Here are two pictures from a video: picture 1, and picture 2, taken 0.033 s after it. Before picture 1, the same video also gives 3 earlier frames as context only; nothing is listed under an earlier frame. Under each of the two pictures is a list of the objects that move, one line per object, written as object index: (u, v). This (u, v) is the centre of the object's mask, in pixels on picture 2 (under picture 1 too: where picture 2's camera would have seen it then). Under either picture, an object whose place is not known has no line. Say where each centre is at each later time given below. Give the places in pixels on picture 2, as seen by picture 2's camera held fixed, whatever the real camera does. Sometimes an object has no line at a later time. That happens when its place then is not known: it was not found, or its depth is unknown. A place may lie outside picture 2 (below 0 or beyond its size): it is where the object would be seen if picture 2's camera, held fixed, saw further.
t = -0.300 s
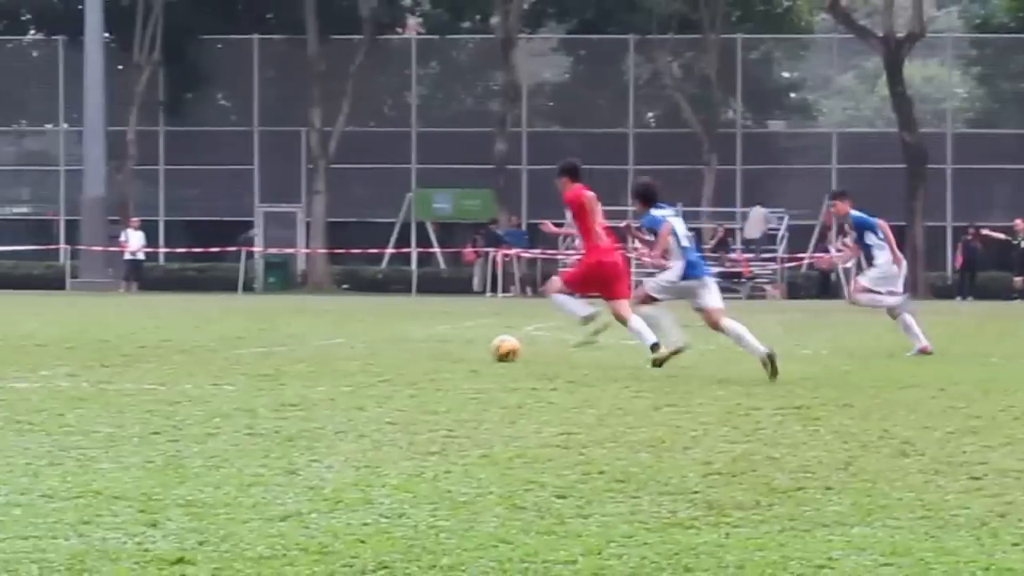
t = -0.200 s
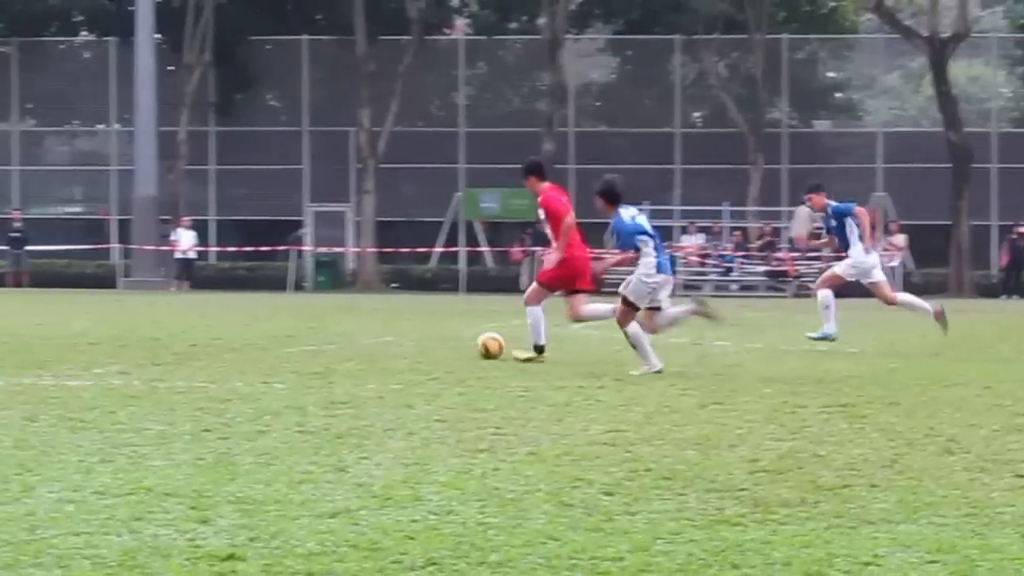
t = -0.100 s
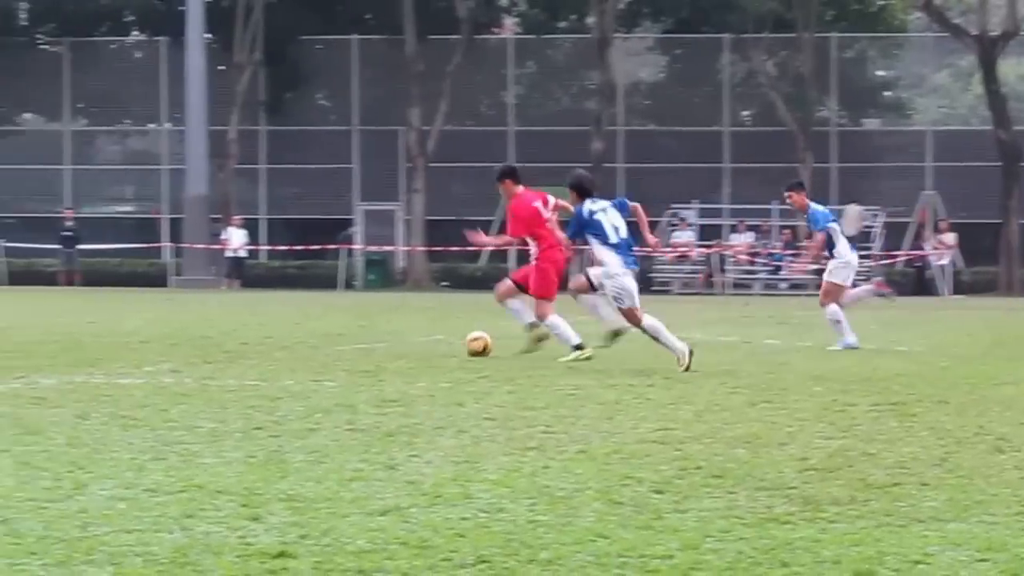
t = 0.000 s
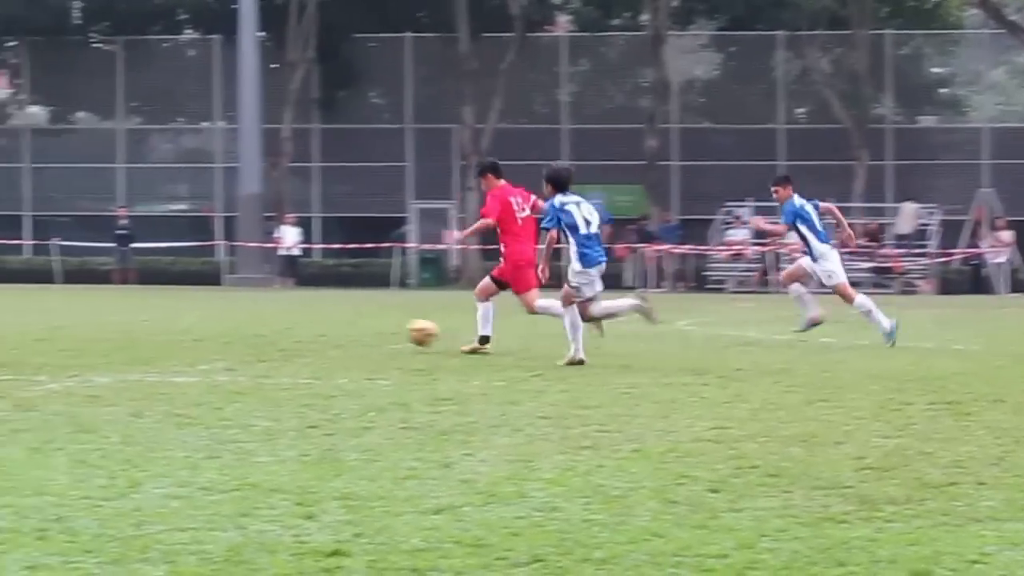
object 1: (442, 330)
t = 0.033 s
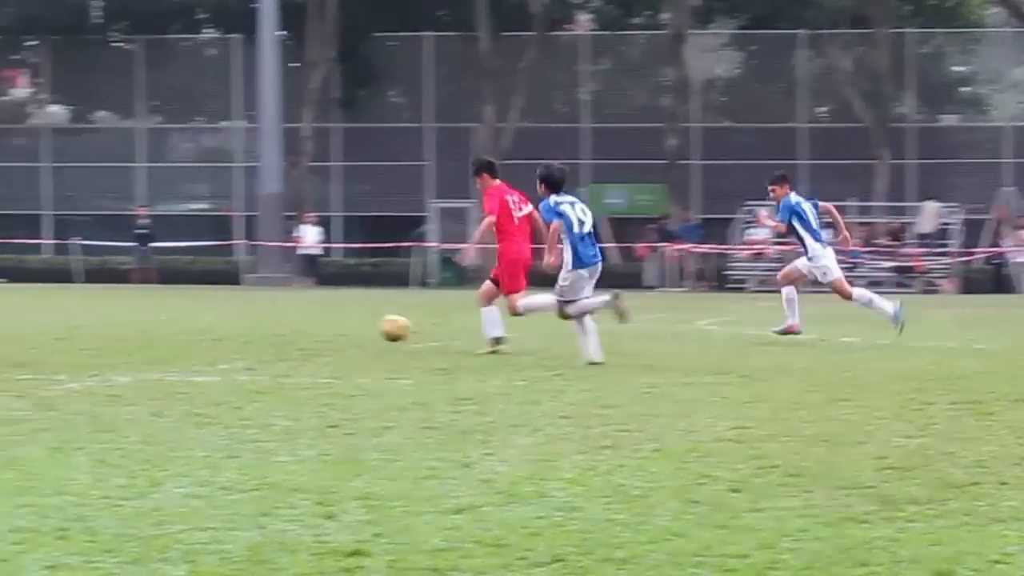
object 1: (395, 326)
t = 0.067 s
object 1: (349, 321)
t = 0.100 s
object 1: (302, 322)
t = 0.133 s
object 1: (258, 323)
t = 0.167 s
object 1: (213, 324)
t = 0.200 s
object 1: (170, 326)
